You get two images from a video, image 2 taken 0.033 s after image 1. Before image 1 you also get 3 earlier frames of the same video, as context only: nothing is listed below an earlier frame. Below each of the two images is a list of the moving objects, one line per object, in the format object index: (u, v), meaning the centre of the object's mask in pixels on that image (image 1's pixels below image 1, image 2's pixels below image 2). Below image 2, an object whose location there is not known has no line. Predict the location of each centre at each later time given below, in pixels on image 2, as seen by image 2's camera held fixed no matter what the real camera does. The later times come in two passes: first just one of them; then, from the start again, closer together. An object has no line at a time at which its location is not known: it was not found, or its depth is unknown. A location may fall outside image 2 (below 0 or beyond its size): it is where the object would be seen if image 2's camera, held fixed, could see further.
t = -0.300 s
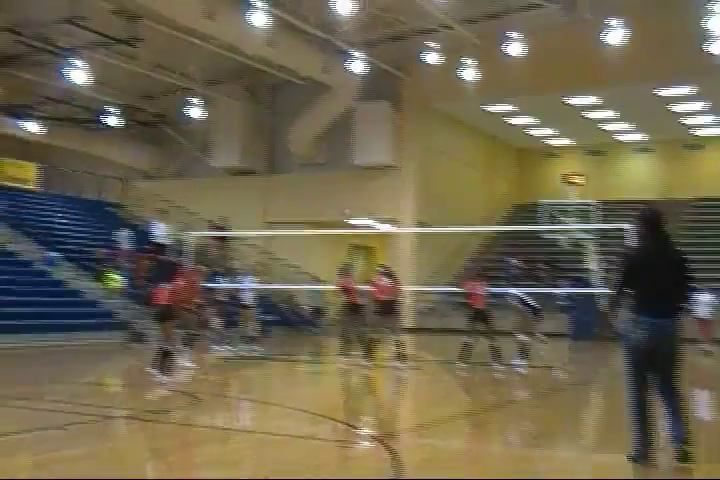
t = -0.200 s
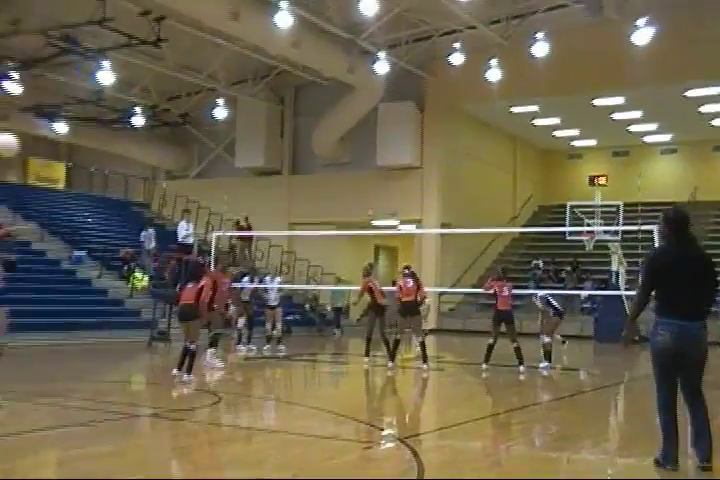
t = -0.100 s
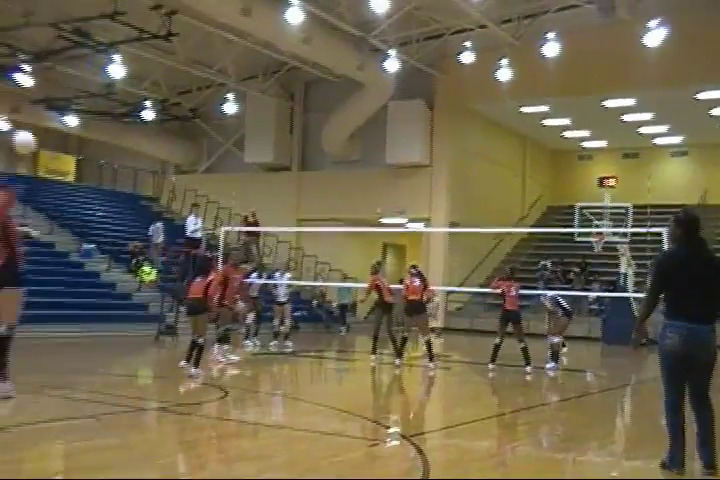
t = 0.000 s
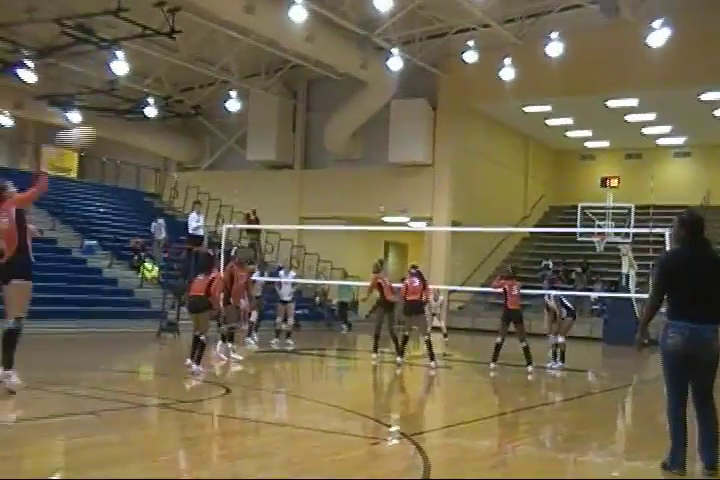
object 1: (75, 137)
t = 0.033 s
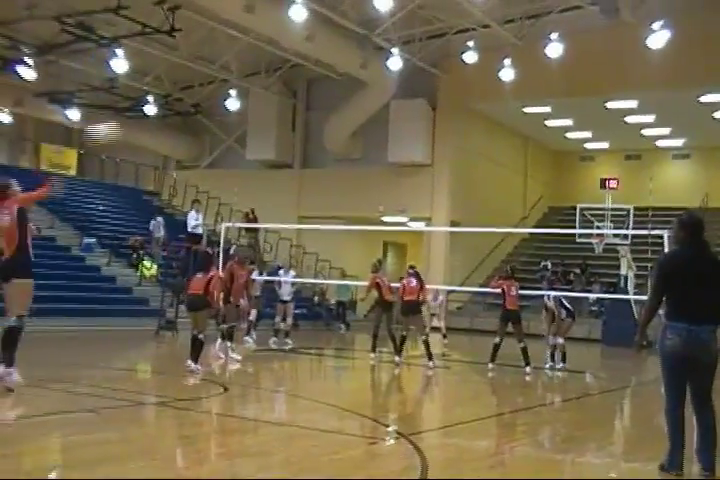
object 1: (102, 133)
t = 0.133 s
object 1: (173, 128)
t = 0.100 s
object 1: (152, 129)
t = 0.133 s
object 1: (173, 128)
